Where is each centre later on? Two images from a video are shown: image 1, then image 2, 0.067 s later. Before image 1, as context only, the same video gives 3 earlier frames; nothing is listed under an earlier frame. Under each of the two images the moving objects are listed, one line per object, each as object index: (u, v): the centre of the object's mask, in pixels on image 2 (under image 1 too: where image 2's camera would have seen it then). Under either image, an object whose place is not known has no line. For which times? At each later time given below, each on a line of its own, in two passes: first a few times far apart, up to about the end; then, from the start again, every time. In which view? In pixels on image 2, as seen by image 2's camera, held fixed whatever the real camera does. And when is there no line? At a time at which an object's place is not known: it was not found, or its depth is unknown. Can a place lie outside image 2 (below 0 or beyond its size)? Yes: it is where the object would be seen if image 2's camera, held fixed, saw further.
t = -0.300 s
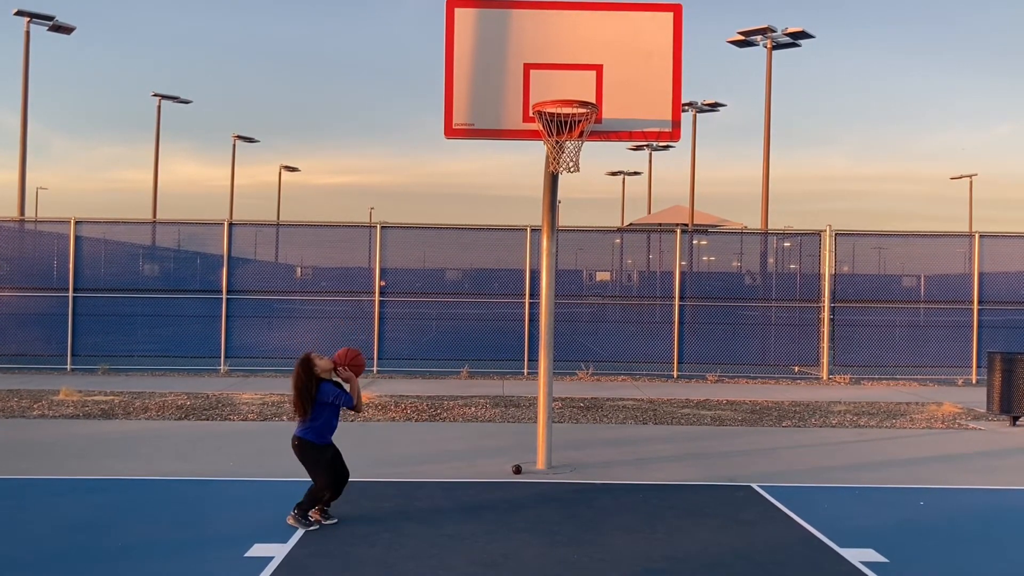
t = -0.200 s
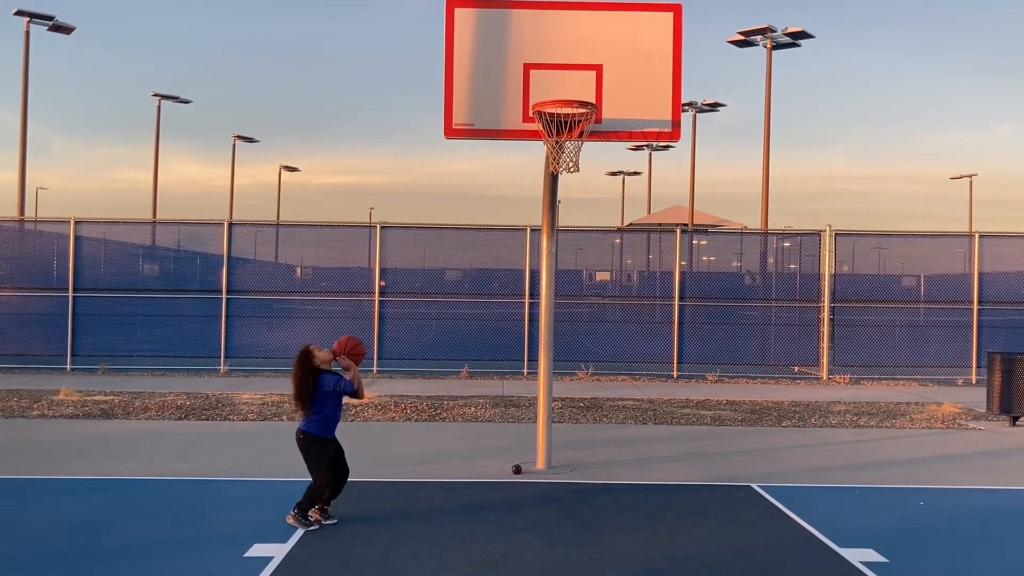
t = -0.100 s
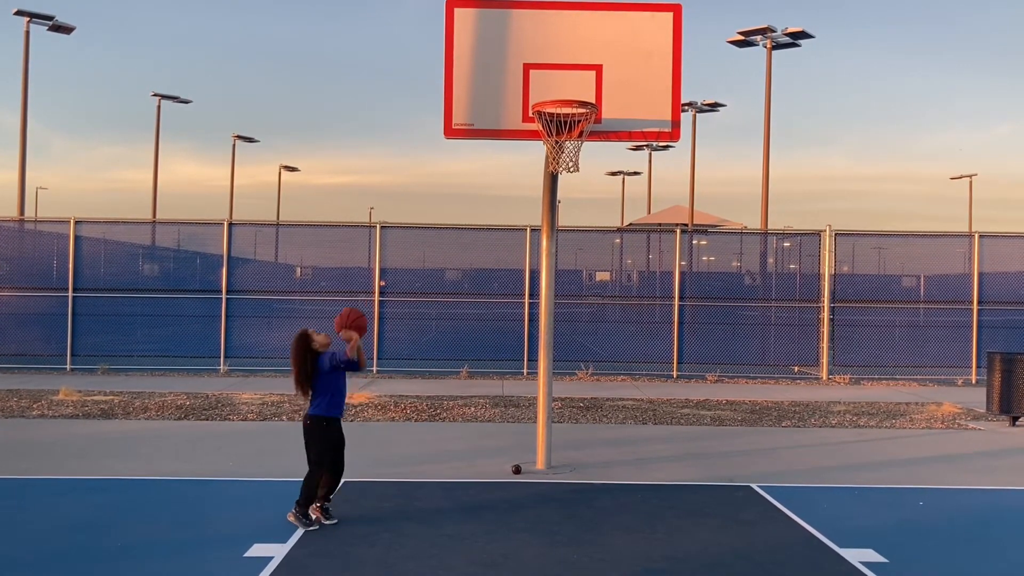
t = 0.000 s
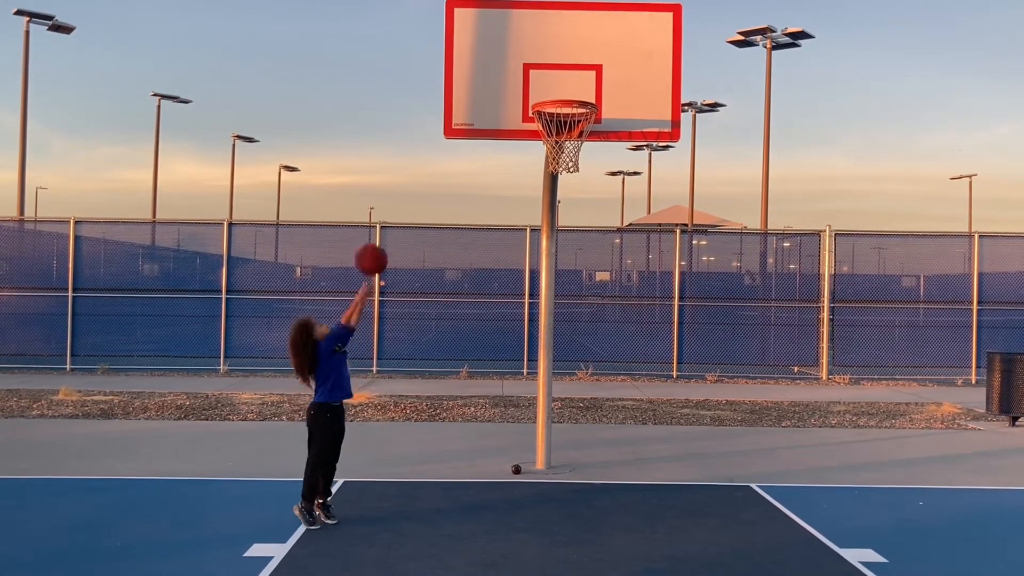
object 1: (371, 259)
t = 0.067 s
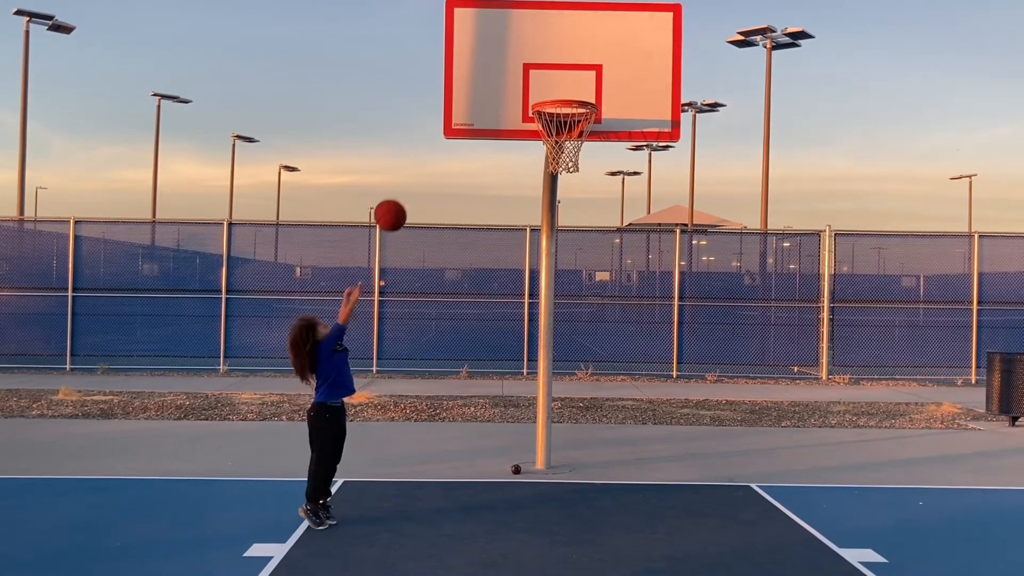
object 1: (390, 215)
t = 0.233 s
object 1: (437, 131)
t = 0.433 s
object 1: (491, 81)
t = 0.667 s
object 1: (552, 88)
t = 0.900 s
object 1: (587, 138)
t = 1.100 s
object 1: (569, 169)
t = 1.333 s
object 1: (538, 260)
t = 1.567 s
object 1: (509, 415)
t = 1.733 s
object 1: (491, 464)
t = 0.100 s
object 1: (400, 195)
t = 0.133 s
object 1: (409, 177)
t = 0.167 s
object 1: (419, 160)
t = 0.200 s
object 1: (428, 145)
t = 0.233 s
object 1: (437, 131)
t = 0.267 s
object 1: (446, 119)
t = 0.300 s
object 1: (456, 109)
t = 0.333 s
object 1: (466, 99)
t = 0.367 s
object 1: (474, 92)
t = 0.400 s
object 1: (482, 86)
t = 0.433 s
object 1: (491, 81)
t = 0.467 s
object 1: (500, 78)
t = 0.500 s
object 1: (509, 76)
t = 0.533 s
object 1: (518, 76)
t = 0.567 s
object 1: (526, 78)
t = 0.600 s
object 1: (535, 81)
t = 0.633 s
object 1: (544, 85)
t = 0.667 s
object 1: (552, 88)
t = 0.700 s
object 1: (560, 92)
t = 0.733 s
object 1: (570, 96)
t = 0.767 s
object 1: (577, 121)
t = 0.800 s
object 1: (583, 126)
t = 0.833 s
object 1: (588, 133)
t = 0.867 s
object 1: (589, 136)
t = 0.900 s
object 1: (587, 138)
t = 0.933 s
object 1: (585, 141)
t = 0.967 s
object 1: (583, 145)
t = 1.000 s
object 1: (579, 147)
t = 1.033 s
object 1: (577, 154)
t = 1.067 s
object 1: (573, 161)
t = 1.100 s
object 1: (569, 169)
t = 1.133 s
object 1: (564, 178)
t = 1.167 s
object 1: (560, 188)
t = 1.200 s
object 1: (556, 200)
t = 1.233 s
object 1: (551, 213)
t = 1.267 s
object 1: (547, 227)
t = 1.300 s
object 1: (543, 243)
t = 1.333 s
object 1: (538, 260)
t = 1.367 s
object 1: (534, 278)
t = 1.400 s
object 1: (529, 298)
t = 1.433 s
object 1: (525, 319)
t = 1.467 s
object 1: (521, 341)
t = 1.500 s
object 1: (516, 364)
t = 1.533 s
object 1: (513, 389)
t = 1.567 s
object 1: (509, 415)
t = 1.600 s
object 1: (505, 442)
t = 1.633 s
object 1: (501, 472)
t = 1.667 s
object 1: (497, 502)
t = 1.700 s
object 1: (494, 487)
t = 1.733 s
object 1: (491, 464)
